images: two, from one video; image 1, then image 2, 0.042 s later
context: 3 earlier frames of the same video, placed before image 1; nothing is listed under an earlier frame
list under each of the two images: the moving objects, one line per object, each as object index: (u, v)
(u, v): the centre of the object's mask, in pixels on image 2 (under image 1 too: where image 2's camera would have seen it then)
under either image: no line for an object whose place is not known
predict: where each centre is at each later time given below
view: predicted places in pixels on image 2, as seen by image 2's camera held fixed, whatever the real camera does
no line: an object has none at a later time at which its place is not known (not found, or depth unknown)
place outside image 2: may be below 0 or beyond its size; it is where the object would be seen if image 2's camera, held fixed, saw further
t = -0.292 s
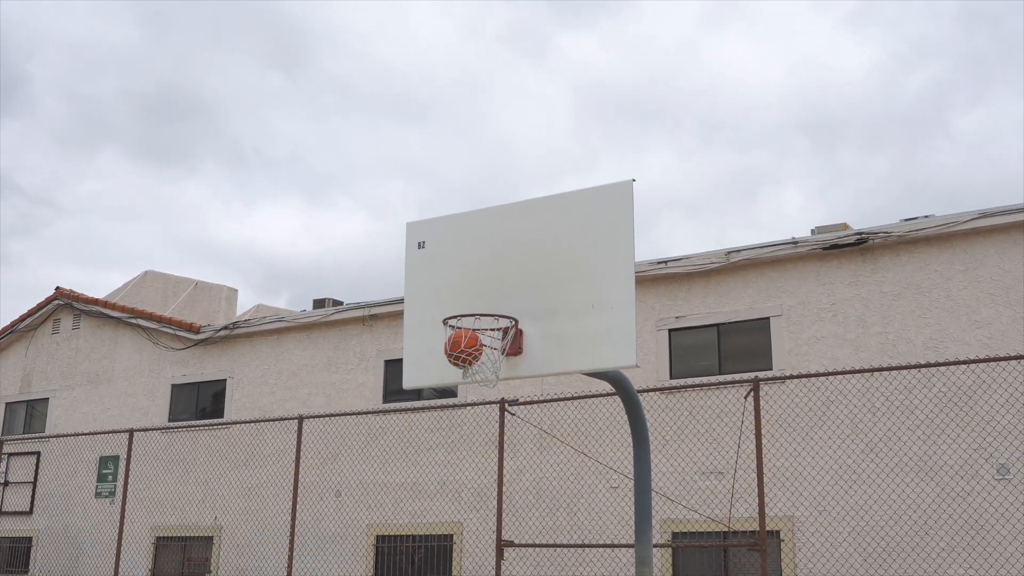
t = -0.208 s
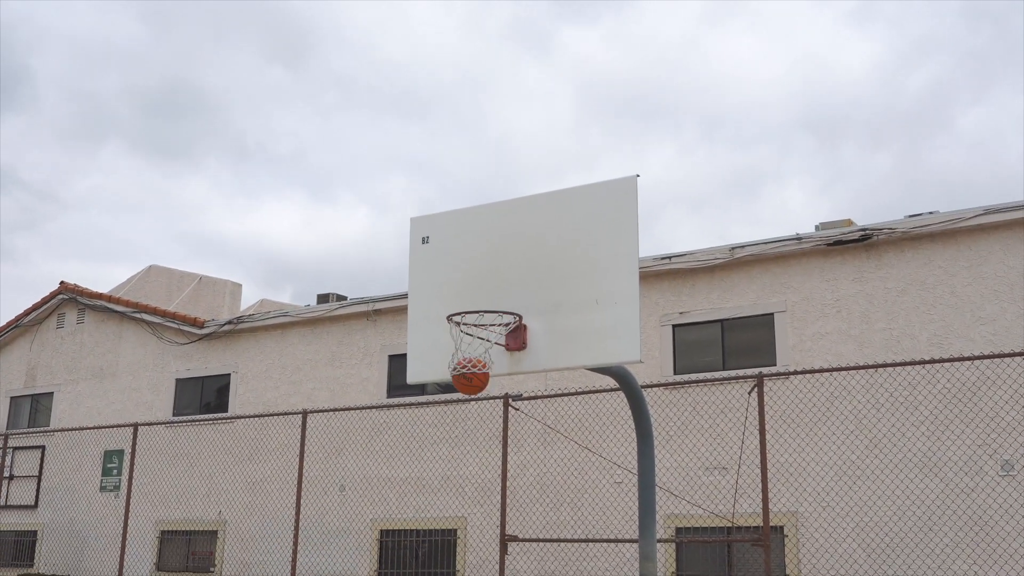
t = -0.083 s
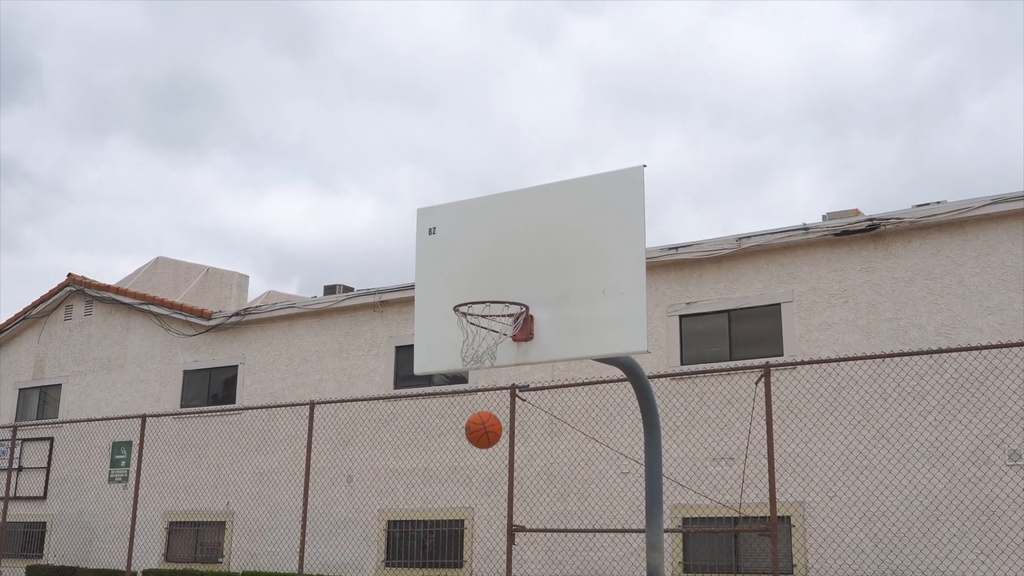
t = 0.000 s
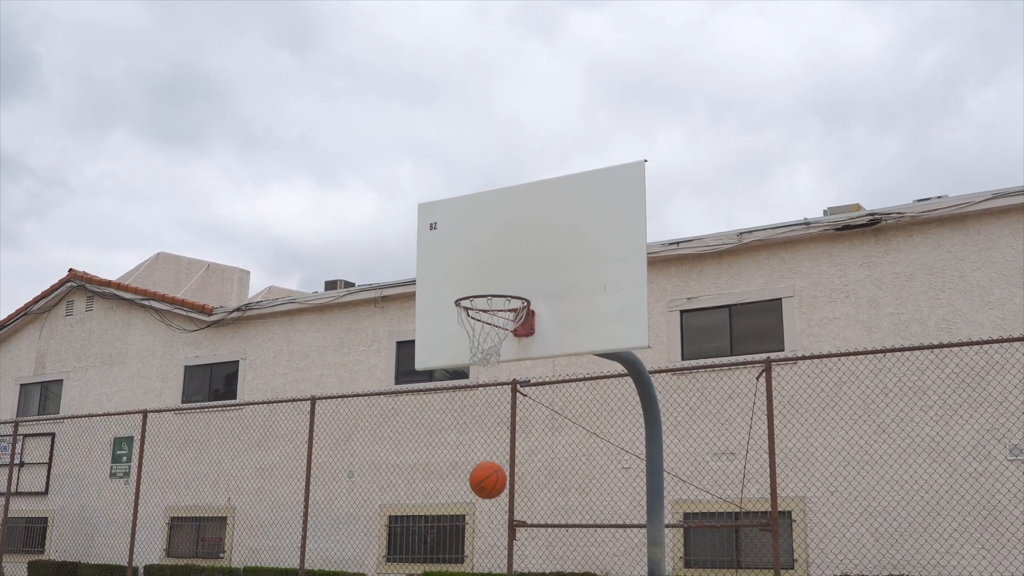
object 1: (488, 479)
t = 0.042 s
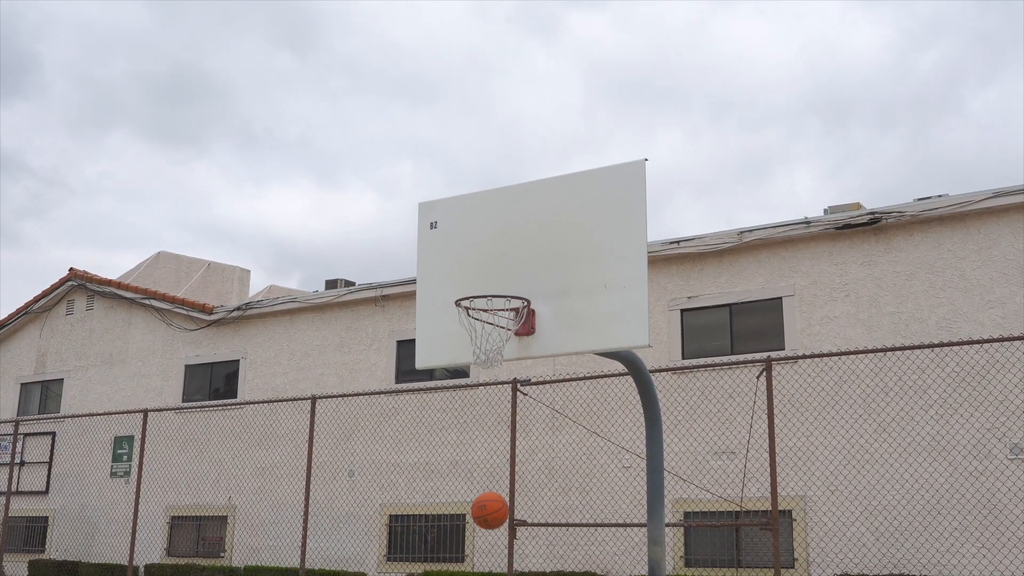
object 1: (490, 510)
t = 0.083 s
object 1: (491, 544)
